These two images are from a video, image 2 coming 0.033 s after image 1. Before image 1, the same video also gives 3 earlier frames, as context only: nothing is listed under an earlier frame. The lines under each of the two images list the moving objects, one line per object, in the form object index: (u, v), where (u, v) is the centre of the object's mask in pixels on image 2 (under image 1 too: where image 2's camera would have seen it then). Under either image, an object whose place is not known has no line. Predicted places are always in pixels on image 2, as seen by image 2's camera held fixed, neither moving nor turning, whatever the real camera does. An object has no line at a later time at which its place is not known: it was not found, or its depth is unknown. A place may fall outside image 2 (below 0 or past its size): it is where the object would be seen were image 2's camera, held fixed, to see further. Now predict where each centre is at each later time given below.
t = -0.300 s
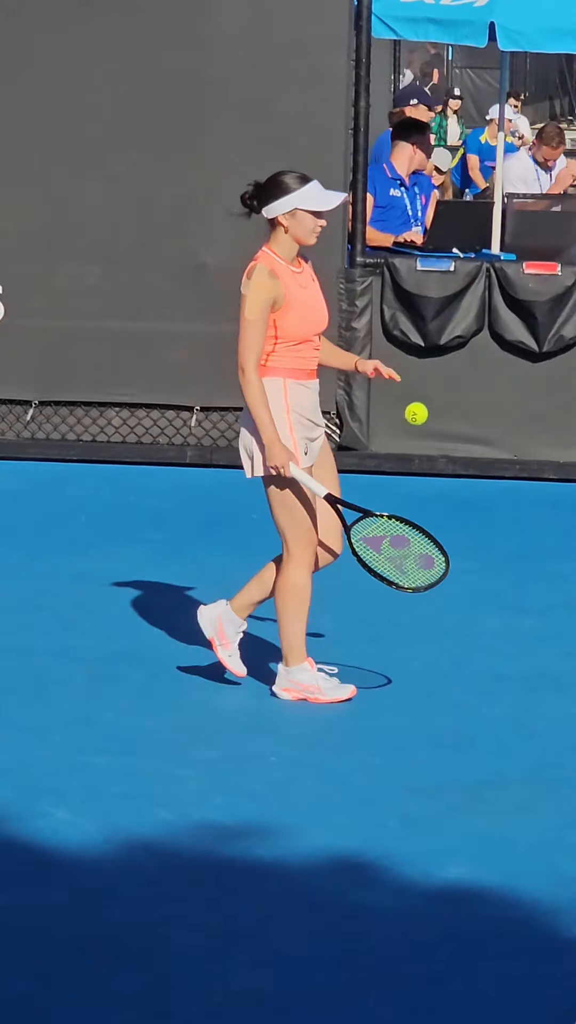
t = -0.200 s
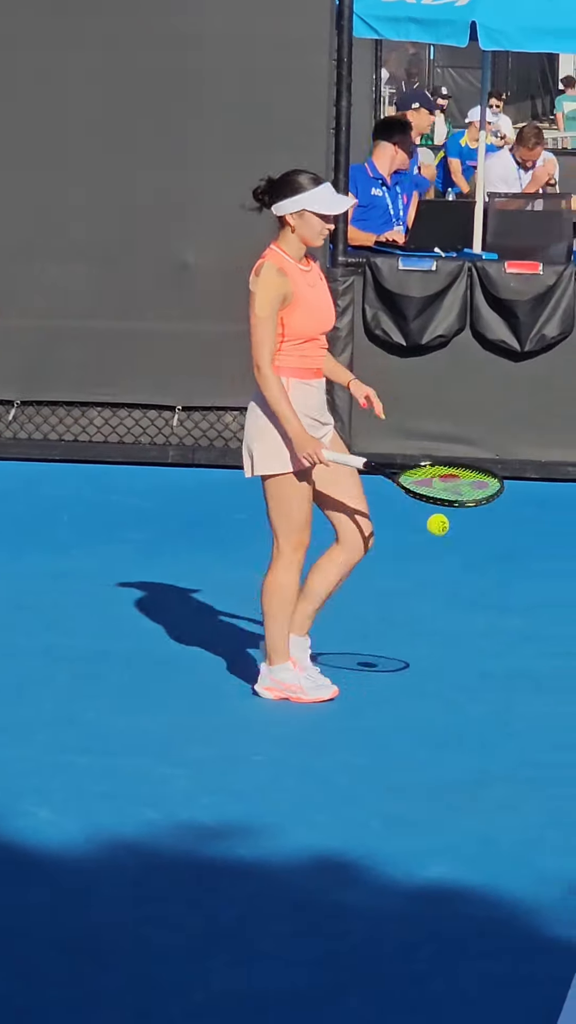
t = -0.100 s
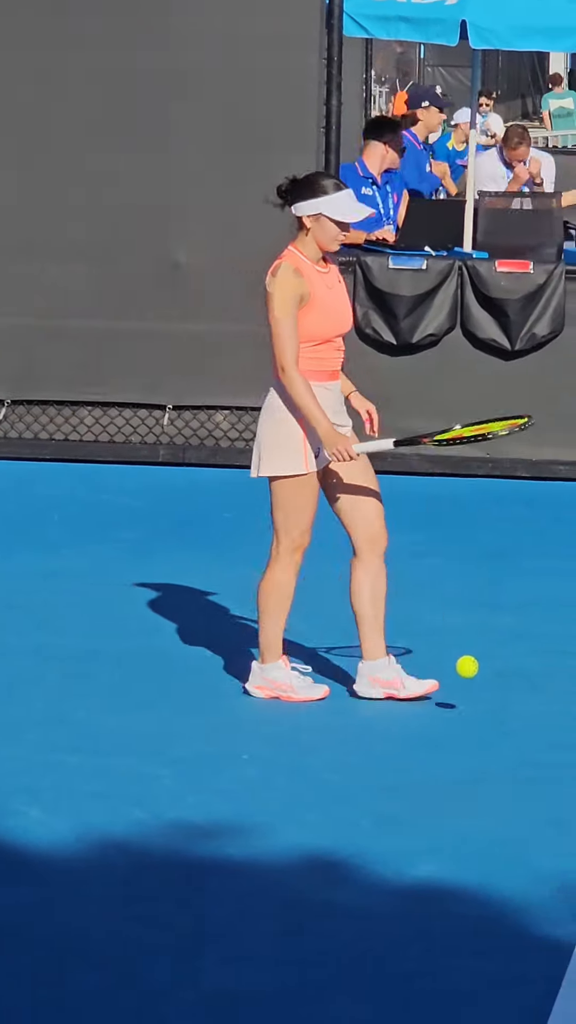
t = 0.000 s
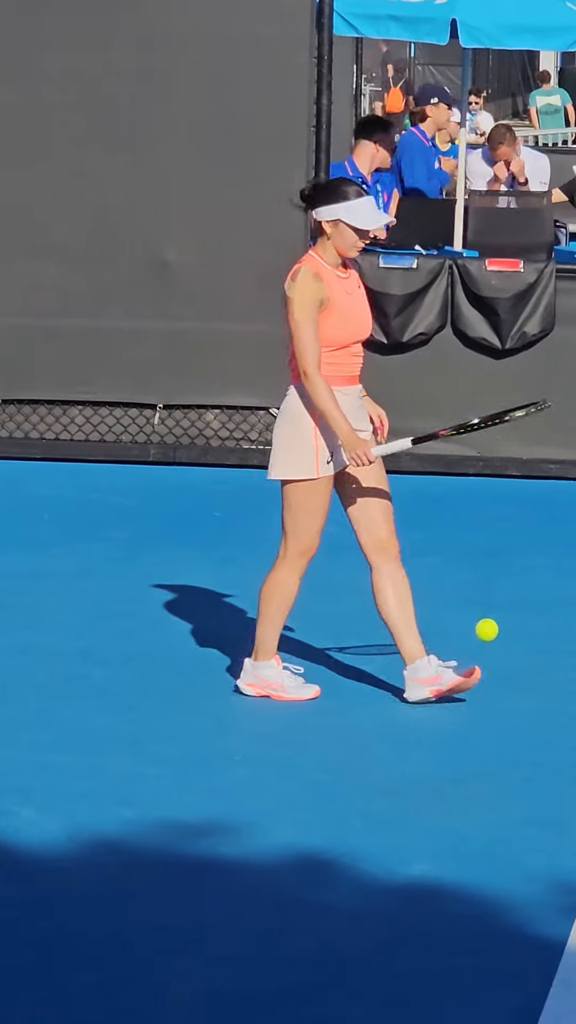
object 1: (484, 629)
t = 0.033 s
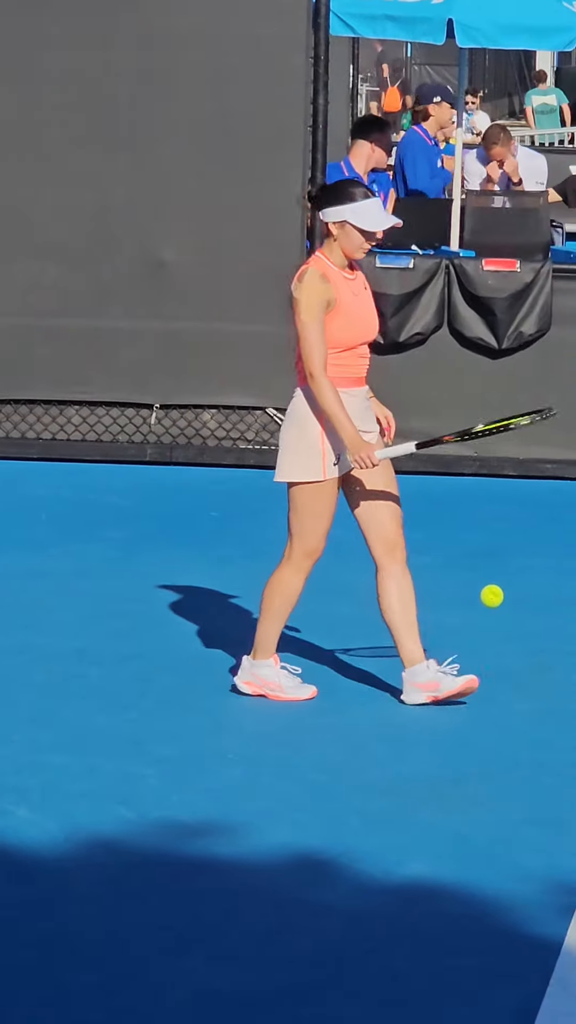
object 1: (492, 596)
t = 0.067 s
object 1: (499, 565)
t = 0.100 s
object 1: (506, 538)
